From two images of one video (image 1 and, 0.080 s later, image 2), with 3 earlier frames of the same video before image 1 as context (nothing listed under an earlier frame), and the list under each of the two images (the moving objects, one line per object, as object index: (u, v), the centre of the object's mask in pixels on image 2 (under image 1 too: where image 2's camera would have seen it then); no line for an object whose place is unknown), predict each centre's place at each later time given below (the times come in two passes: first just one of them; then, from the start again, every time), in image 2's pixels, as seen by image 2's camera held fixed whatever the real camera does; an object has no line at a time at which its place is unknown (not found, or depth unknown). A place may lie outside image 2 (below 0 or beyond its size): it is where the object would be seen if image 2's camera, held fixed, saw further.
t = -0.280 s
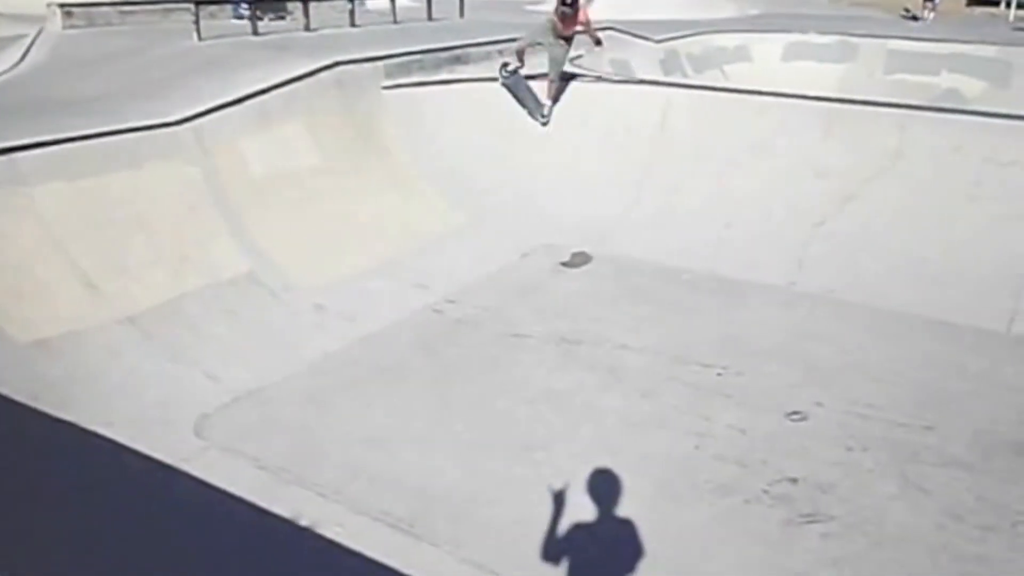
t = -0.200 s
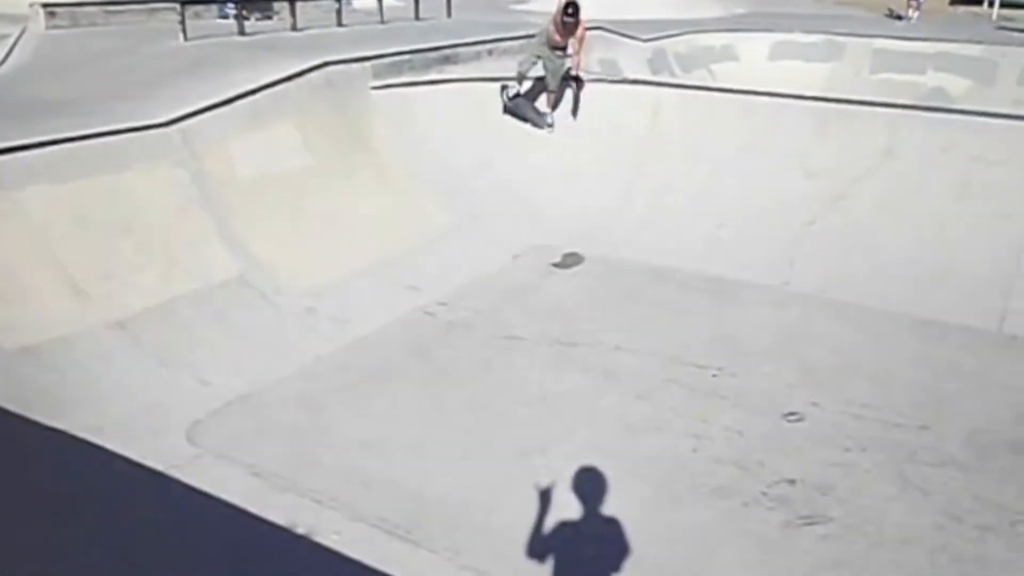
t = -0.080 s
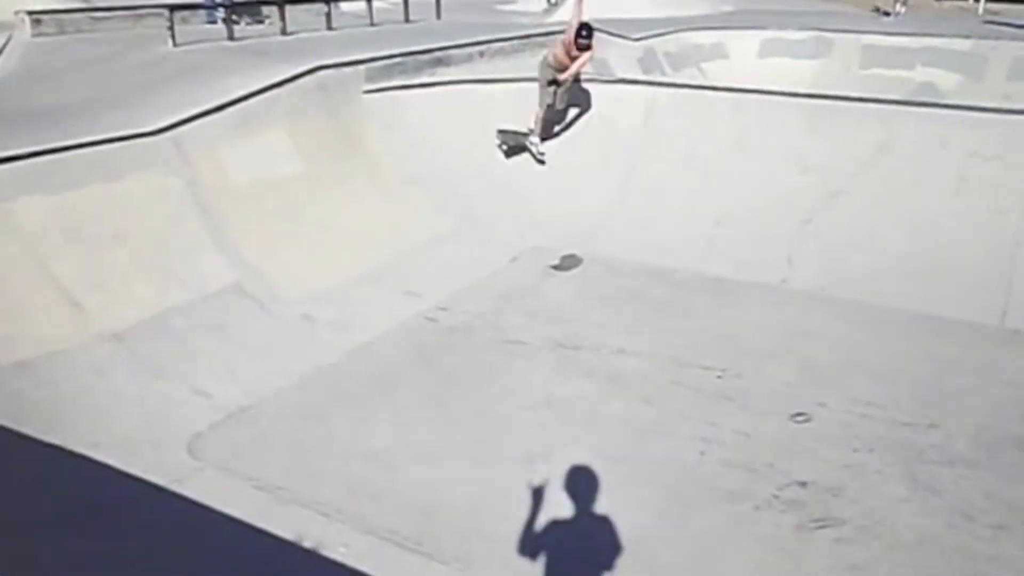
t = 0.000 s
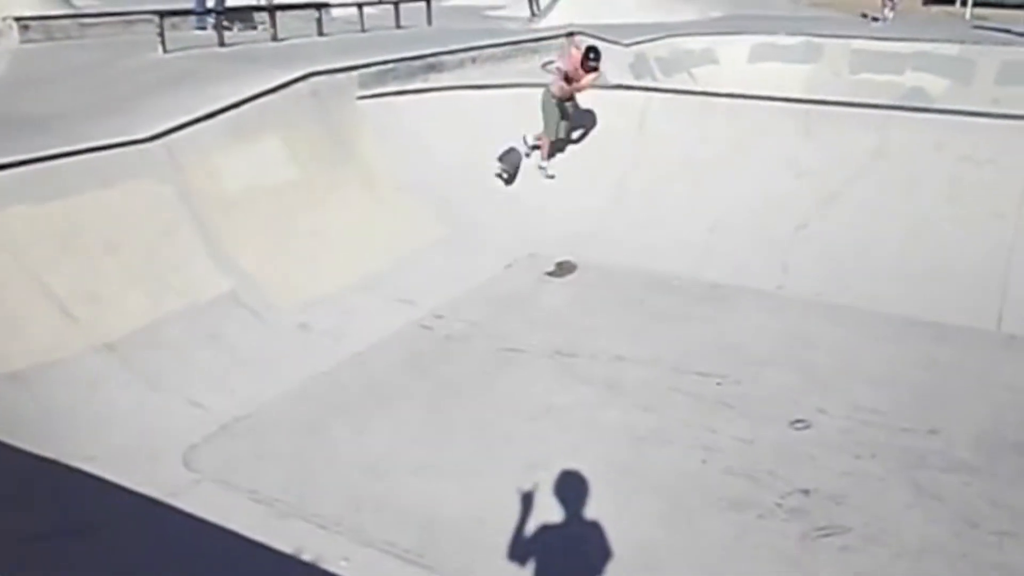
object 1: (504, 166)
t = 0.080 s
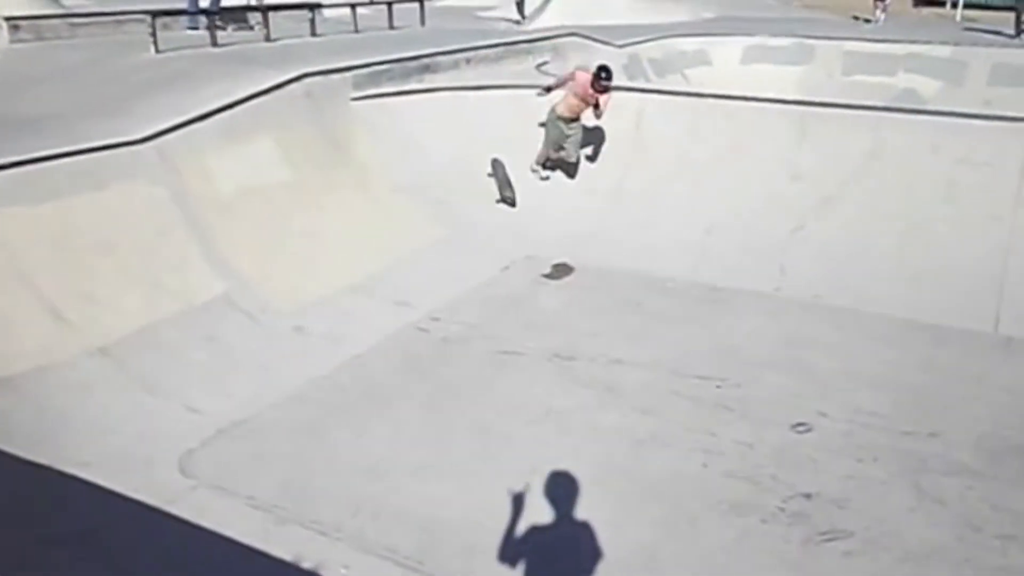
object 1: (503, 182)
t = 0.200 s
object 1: (501, 209)
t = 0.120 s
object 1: (501, 192)
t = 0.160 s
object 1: (500, 202)
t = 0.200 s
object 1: (501, 209)
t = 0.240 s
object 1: (506, 213)
